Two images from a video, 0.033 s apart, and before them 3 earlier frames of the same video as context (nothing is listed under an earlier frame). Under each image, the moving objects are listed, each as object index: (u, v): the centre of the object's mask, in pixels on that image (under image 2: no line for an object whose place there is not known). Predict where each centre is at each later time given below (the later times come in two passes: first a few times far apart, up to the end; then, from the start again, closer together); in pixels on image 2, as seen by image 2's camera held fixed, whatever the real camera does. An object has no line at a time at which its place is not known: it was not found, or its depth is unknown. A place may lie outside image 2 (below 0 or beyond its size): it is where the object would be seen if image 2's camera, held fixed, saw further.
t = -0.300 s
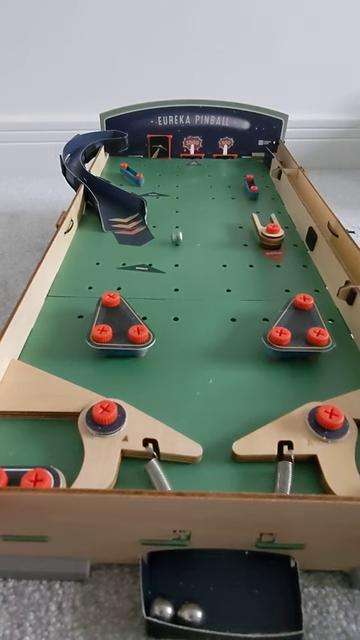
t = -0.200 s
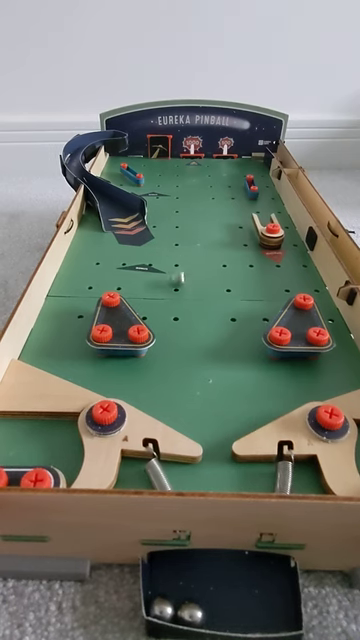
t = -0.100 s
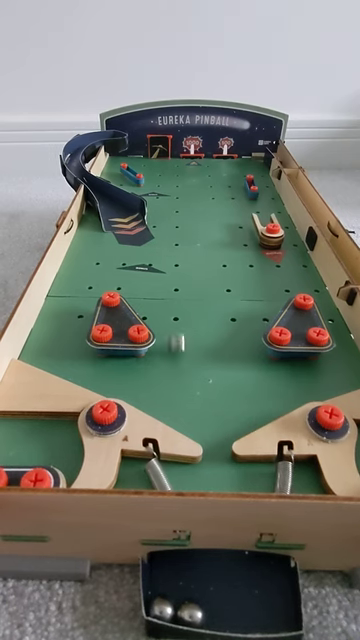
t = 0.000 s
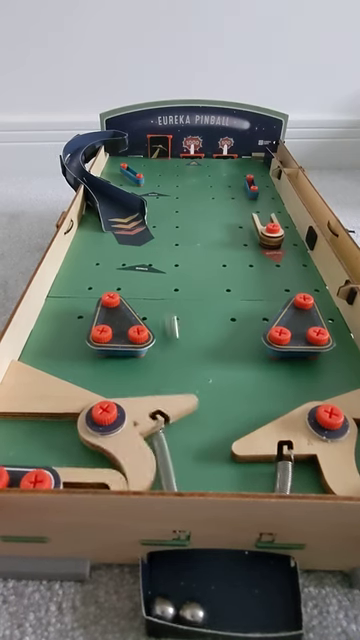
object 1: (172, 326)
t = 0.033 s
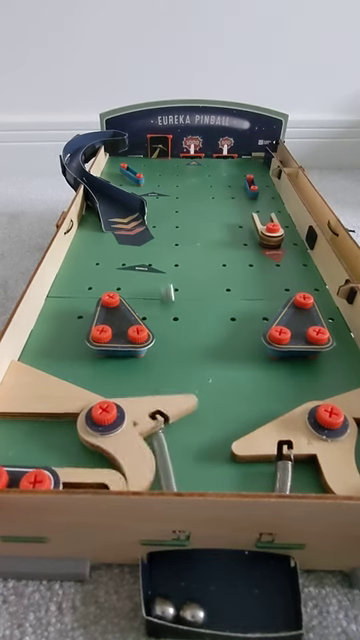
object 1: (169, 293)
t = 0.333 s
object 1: (149, 192)
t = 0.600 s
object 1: (174, 184)
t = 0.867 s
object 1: (214, 204)
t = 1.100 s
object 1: (254, 248)
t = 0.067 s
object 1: (166, 267)
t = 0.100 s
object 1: (162, 249)
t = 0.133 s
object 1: (159, 234)
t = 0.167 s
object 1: (157, 224)
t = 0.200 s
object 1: (155, 216)
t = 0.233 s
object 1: (154, 208)
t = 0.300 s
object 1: (150, 196)
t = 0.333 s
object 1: (149, 192)
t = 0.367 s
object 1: (148, 187)
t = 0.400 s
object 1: (147, 184)
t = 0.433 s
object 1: (150, 182)
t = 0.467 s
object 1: (155, 182)
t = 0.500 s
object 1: (160, 182)
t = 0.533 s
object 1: (164, 183)
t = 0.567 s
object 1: (169, 183)
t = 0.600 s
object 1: (174, 184)
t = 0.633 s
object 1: (179, 185)
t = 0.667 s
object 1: (183, 186)
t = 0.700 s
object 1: (188, 188)
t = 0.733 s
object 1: (193, 190)
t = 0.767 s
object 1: (198, 193)
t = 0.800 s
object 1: (203, 196)
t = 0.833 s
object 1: (208, 200)
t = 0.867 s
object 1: (214, 204)
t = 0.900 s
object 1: (220, 209)
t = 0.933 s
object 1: (226, 214)
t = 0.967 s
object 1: (233, 219)
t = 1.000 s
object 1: (240, 225)
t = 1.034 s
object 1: (247, 232)
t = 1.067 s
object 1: (252, 240)
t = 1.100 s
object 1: (254, 248)
